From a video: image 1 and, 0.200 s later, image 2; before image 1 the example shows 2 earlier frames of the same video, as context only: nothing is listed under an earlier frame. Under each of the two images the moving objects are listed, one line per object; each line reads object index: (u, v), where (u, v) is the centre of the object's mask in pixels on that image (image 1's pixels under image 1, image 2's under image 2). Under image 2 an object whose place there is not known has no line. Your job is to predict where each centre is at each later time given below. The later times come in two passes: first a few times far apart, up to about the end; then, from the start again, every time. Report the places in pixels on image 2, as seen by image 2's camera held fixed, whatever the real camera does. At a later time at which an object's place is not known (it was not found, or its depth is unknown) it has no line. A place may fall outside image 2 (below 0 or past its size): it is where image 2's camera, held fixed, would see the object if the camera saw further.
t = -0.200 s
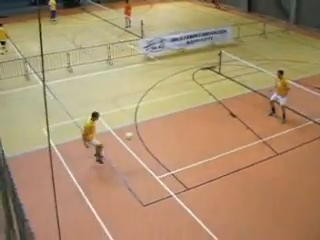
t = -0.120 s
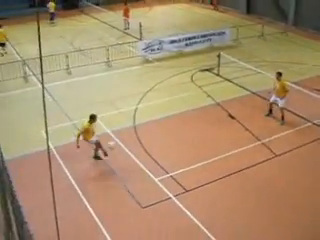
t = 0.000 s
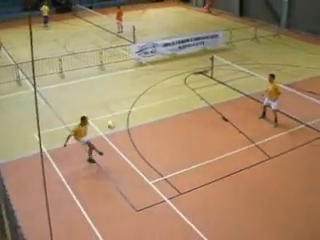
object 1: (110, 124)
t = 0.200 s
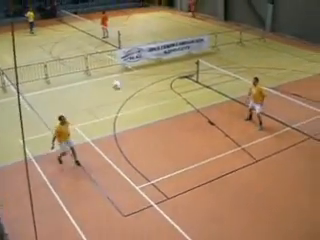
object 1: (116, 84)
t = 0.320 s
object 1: (130, 62)
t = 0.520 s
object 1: (155, 35)
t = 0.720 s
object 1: (180, 25)
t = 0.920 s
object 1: (206, 31)
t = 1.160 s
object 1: (237, 62)
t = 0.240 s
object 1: (121, 77)
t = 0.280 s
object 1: (126, 69)
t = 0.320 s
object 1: (130, 62)
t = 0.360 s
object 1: (135, 56)
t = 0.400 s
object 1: (140, 50)
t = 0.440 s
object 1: (145, 43)
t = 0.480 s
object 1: (149, 40)
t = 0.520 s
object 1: (155, 35)
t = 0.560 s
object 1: (159, 32)
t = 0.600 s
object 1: (164, 30)
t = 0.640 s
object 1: (169, 28)
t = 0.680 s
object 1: (175, 26)
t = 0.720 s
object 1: (180, 25)
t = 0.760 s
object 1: (185, 25)
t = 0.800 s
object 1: (190, 26)
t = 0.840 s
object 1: (195, 27)
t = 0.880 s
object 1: (201, 28)
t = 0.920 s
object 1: (206, 31)
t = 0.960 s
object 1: (211, 34)
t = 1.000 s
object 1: (217, 39)
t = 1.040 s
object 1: (222, 44)
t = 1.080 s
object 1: (227, 49)
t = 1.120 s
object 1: (233, 56)
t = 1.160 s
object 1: (237, 62)
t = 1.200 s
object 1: (242, 70)
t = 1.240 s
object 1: (247, 78)
